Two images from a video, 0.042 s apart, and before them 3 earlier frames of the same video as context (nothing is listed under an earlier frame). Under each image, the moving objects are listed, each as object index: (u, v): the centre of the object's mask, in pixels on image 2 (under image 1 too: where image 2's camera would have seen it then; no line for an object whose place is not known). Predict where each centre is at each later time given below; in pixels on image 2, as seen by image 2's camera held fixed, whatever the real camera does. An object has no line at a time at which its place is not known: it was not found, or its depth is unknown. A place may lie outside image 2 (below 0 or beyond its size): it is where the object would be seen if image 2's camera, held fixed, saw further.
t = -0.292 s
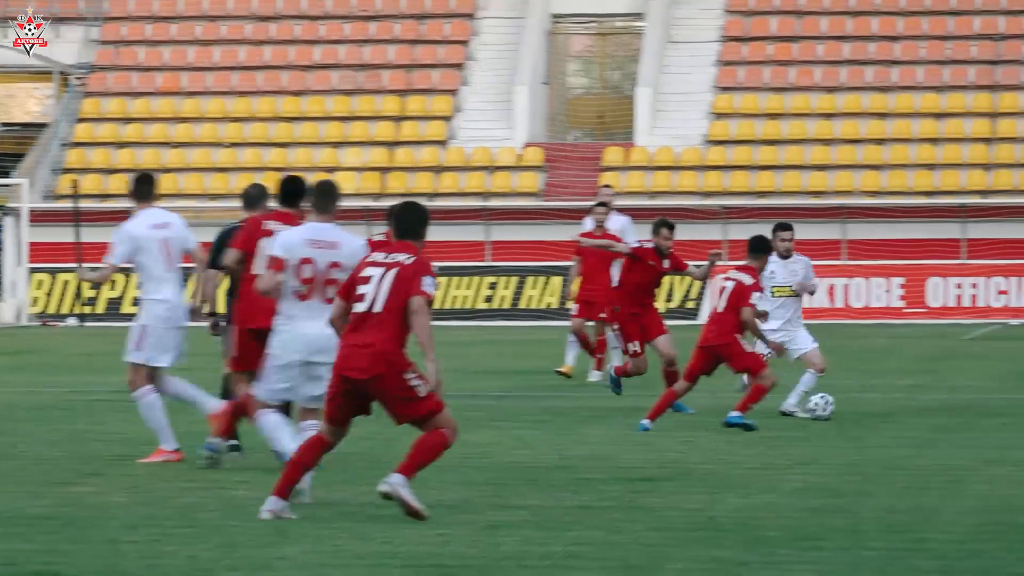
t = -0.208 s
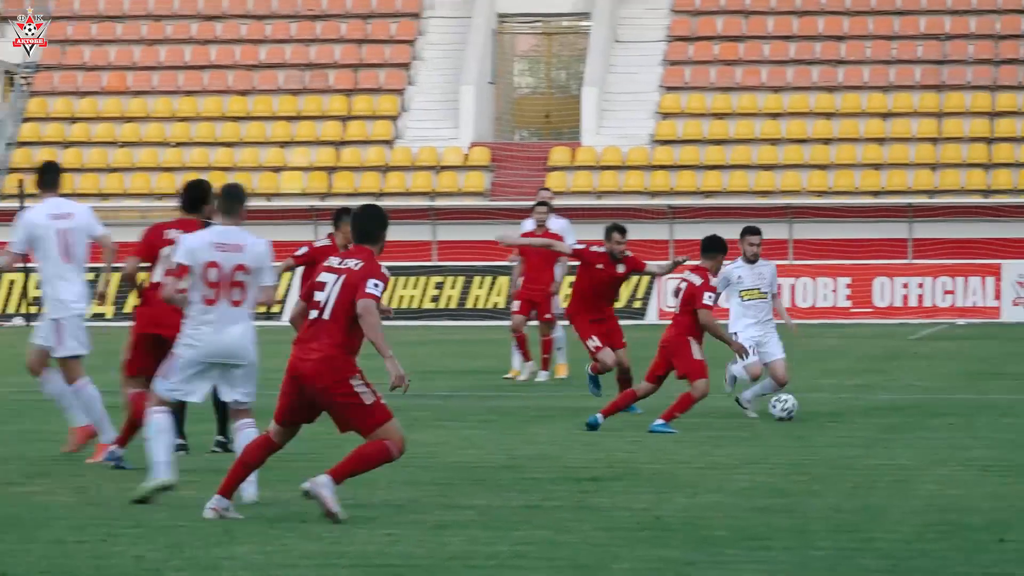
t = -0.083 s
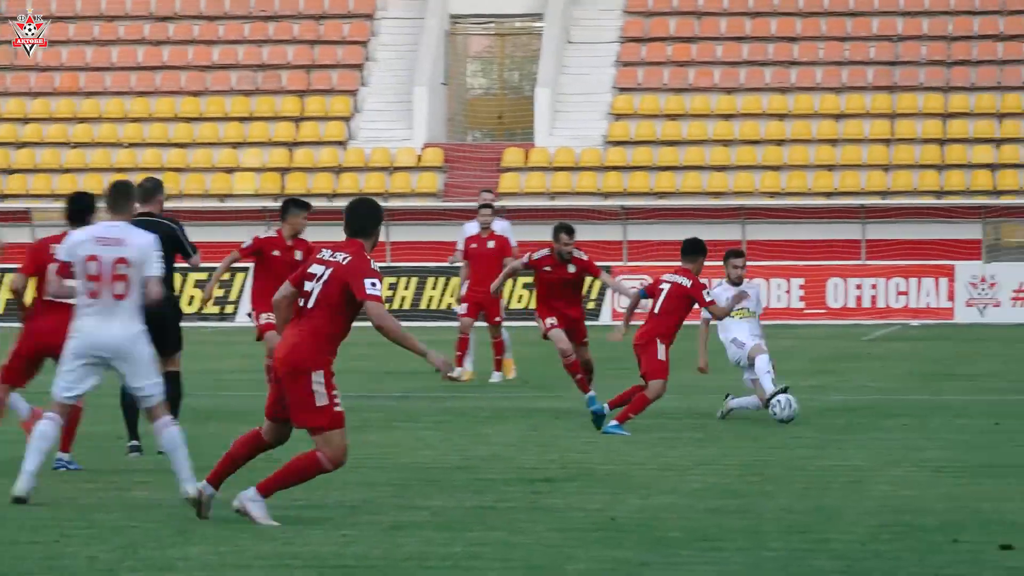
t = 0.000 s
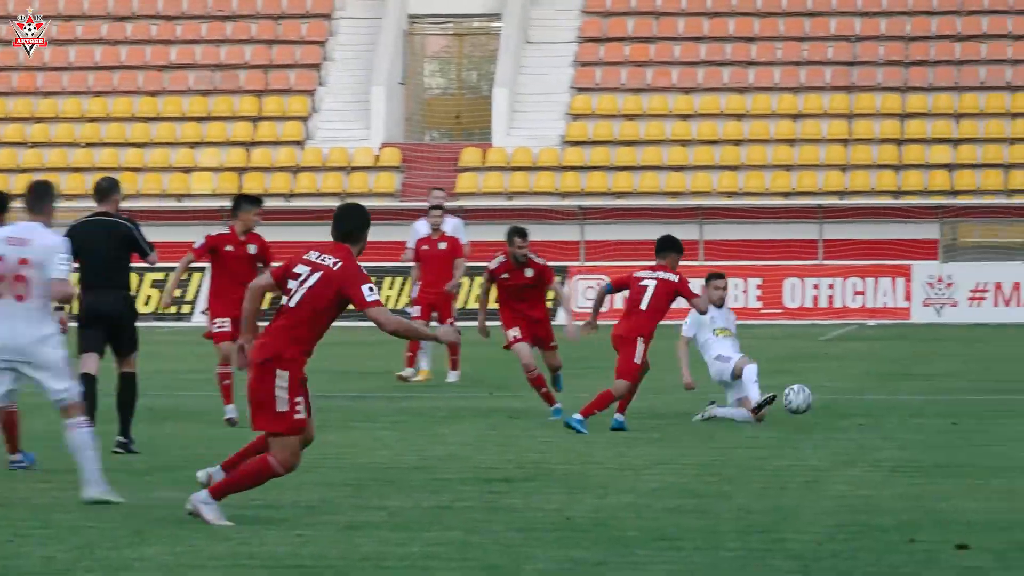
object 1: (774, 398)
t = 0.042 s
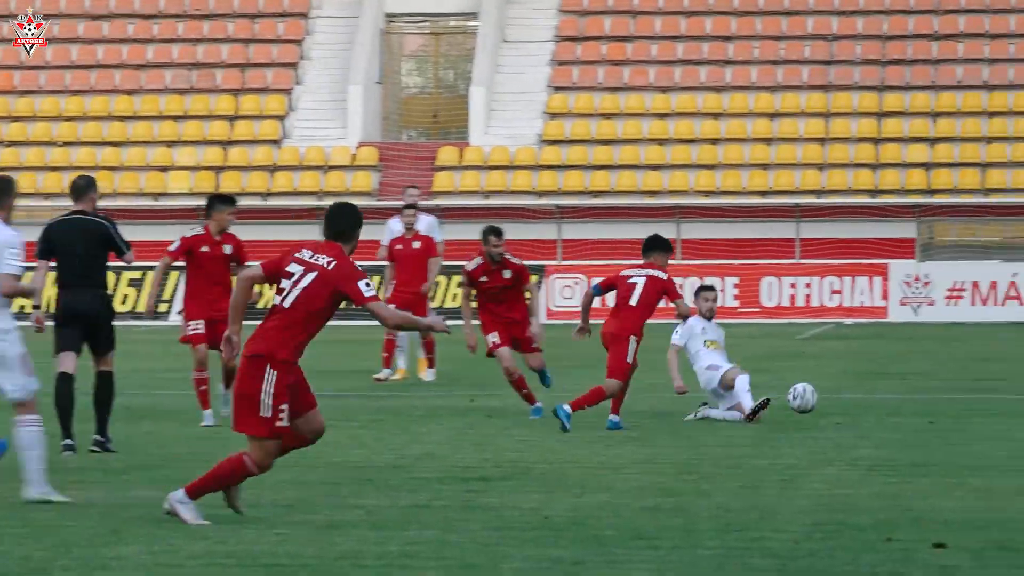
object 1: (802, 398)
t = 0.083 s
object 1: (832, 400)
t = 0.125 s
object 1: (862, 405)
